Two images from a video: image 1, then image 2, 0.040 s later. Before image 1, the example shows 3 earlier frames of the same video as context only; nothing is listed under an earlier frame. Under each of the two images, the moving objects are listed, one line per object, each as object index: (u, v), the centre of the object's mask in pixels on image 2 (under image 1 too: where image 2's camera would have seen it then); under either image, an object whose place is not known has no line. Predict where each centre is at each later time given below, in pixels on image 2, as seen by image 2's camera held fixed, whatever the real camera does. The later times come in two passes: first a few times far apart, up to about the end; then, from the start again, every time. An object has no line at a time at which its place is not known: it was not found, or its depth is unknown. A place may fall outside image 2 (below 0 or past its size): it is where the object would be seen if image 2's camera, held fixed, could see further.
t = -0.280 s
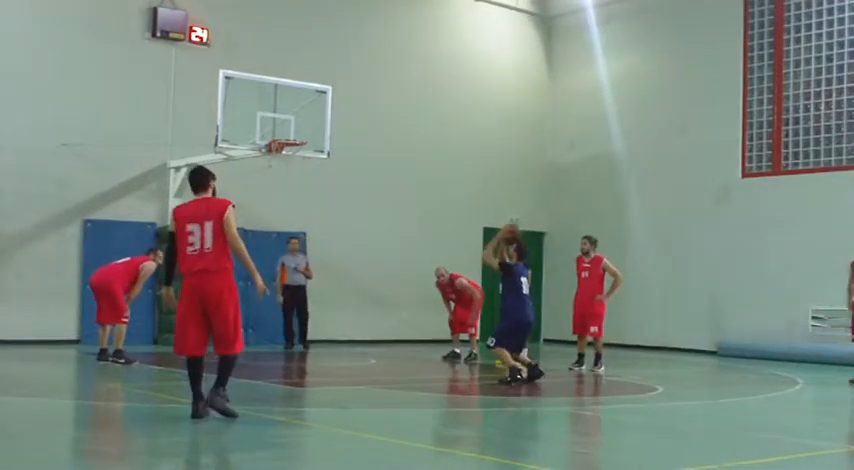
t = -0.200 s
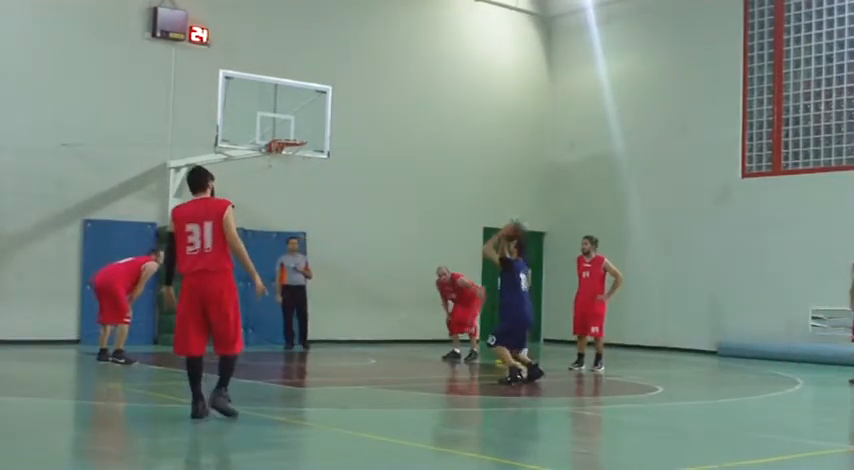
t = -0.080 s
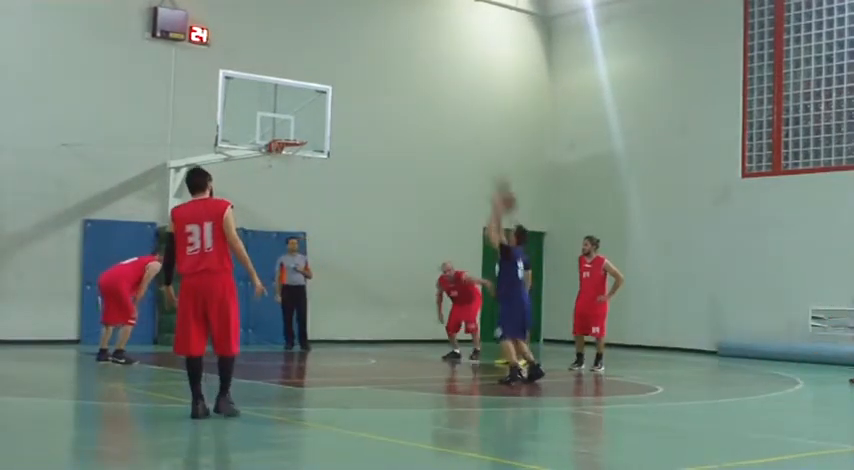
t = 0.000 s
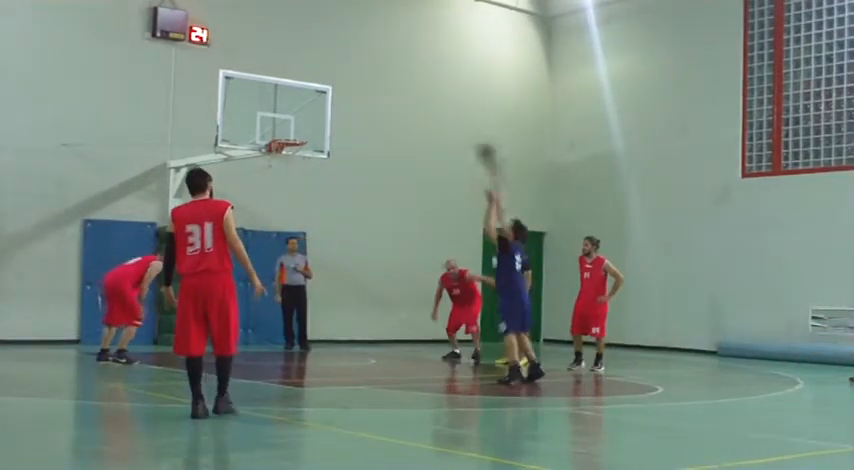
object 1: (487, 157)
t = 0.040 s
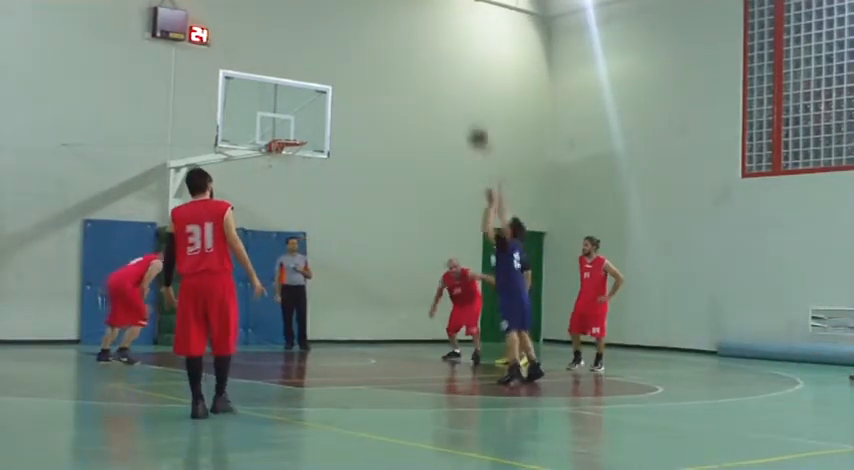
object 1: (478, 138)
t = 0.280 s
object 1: (424, 64)
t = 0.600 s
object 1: (358, 41)
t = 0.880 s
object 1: (307, 78)
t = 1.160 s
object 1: (292, 138)
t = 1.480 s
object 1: (286, 157)
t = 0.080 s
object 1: (470, 123)
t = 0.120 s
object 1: (459, 107)
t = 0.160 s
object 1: (451, 94)
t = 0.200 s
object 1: (441, 83)
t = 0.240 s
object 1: (432, 72)
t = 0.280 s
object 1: (424, 64)
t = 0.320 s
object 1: (416, 57)
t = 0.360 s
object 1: (407, 51)
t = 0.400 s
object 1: (398, 46)
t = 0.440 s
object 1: (390, 42)
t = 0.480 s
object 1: (382, 40)
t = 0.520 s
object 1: (375, 39)
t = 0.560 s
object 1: (366, 39)
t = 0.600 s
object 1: (358, 41)
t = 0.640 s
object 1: (350, 43)
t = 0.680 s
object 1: (343, 46)
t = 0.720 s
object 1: (336, 51)
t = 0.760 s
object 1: (328, 57)
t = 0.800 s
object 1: (320, 64)
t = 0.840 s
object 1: (314, 72)
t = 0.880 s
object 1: (307, 78)
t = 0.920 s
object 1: (298, 91)
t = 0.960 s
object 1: (292, 102)
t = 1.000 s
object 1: (285, 114)
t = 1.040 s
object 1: (278, 126)
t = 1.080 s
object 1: (281, 133)
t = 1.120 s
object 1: (287, 135)
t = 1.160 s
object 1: (292, 138)
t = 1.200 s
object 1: (291, 141)
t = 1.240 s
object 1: (288, 144)
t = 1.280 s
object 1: (287, 152)
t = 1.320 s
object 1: (285, 155)
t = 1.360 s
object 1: (285, 157)
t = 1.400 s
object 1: (285, 157)
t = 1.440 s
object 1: (286, 157)
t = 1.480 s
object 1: (286, 157)
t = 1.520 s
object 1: (286, 157)
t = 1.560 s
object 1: (286, 158)
